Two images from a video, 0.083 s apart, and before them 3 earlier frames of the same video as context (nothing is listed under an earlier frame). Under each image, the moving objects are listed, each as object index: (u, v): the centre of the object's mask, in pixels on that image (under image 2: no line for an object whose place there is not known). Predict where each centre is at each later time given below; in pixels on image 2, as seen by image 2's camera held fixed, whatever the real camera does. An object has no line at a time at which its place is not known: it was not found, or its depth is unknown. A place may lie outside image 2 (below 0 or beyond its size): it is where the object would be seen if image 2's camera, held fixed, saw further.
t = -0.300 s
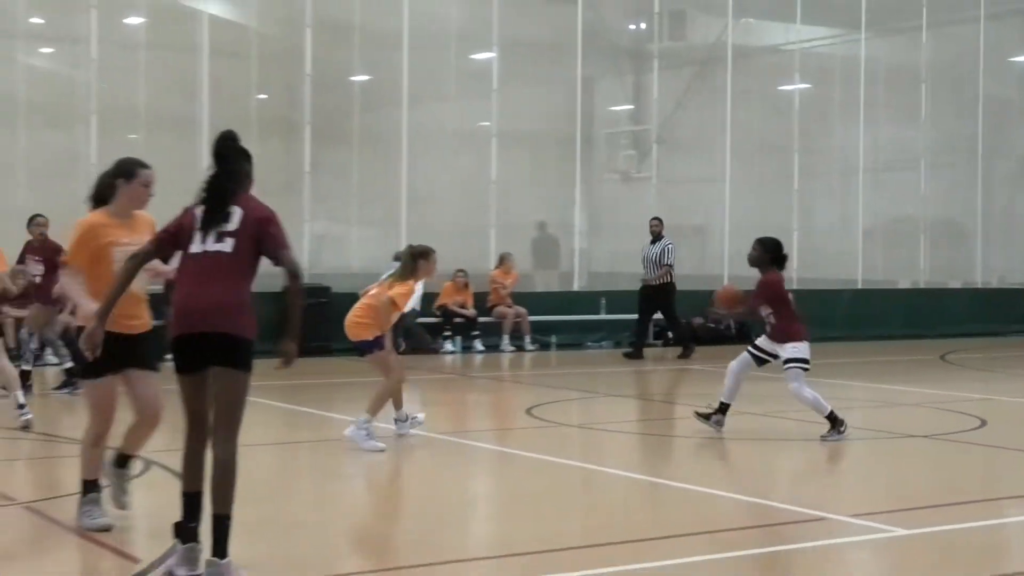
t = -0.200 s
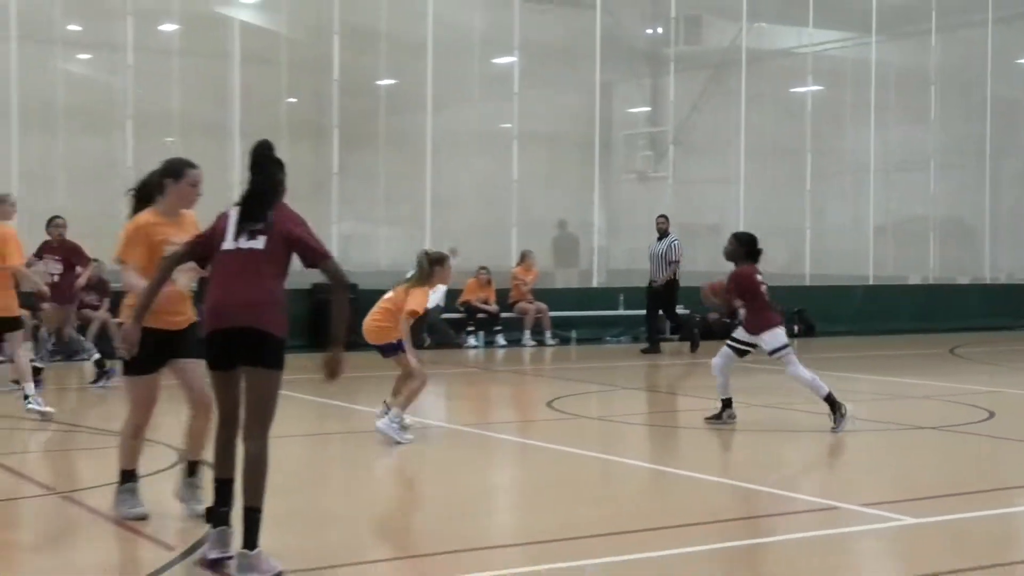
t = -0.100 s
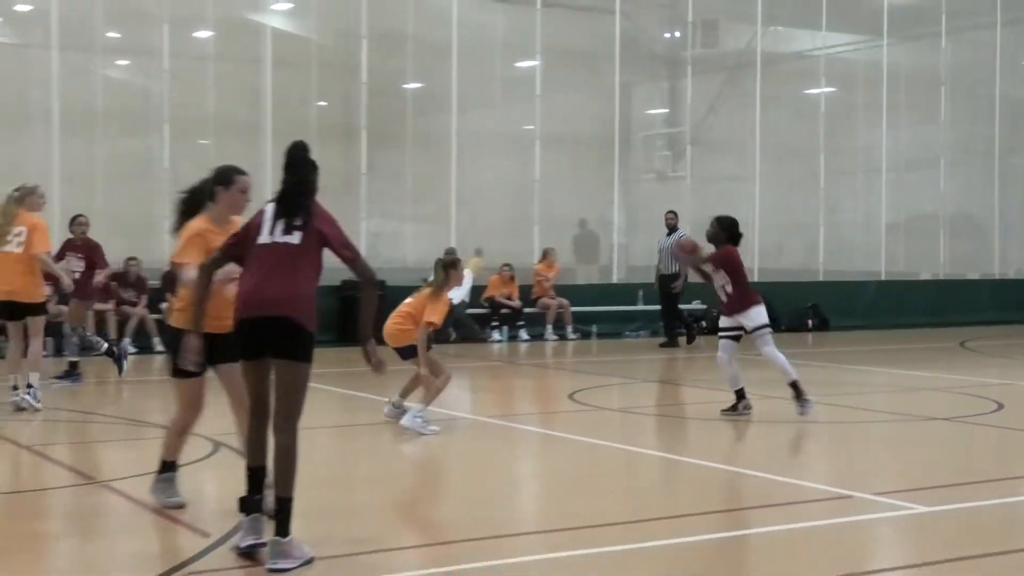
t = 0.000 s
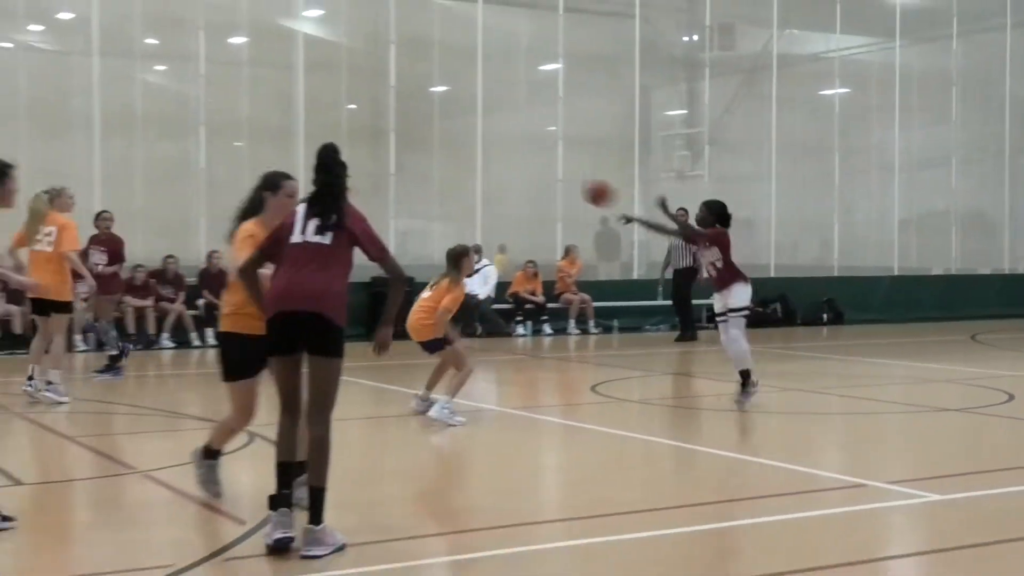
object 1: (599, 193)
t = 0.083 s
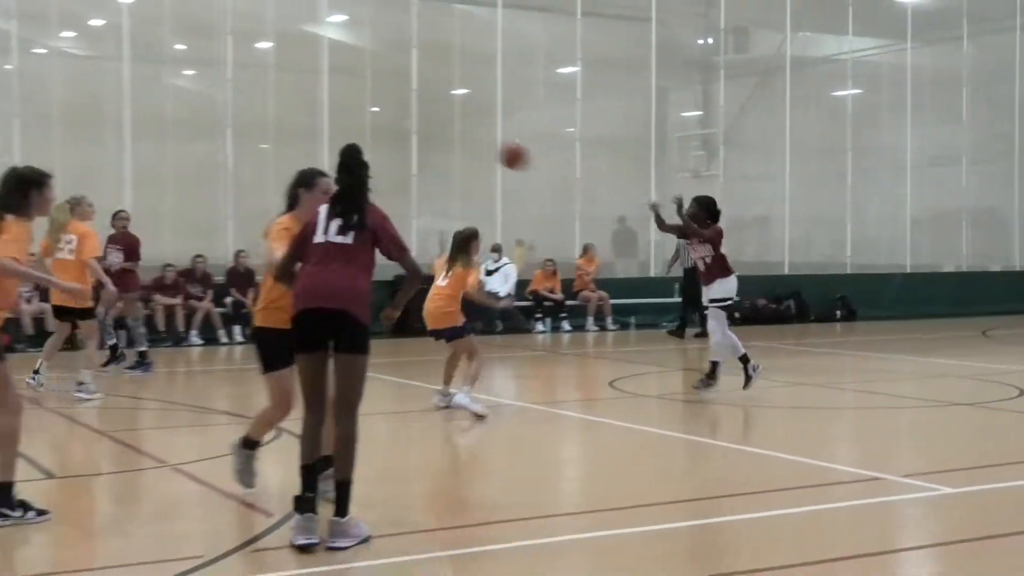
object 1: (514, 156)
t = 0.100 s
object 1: (493, 150)
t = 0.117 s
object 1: (473, 143)
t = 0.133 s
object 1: (452, 136)
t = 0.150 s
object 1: (432, 132)
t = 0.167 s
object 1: (411, 127)
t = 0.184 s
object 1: (389, 120)
